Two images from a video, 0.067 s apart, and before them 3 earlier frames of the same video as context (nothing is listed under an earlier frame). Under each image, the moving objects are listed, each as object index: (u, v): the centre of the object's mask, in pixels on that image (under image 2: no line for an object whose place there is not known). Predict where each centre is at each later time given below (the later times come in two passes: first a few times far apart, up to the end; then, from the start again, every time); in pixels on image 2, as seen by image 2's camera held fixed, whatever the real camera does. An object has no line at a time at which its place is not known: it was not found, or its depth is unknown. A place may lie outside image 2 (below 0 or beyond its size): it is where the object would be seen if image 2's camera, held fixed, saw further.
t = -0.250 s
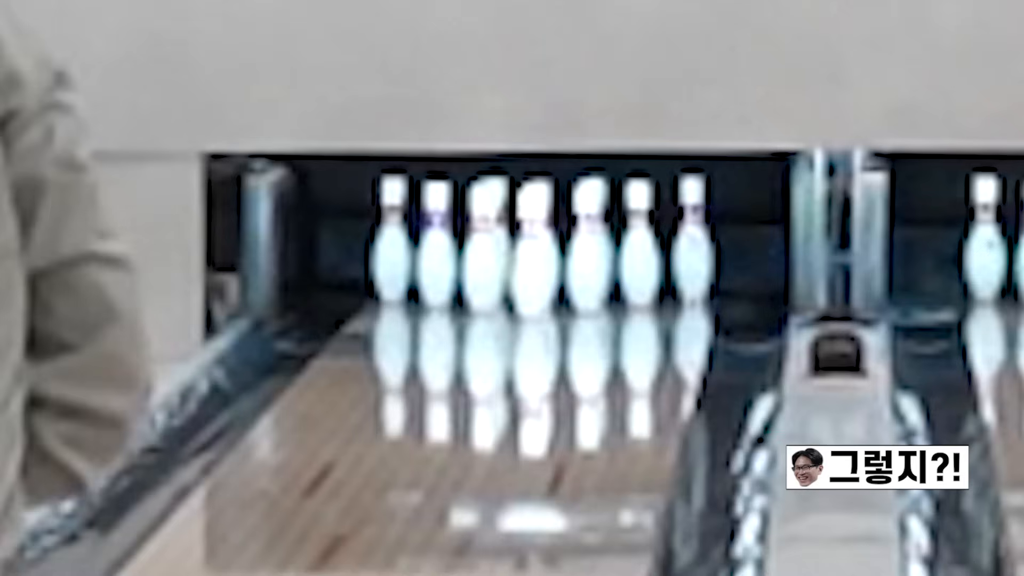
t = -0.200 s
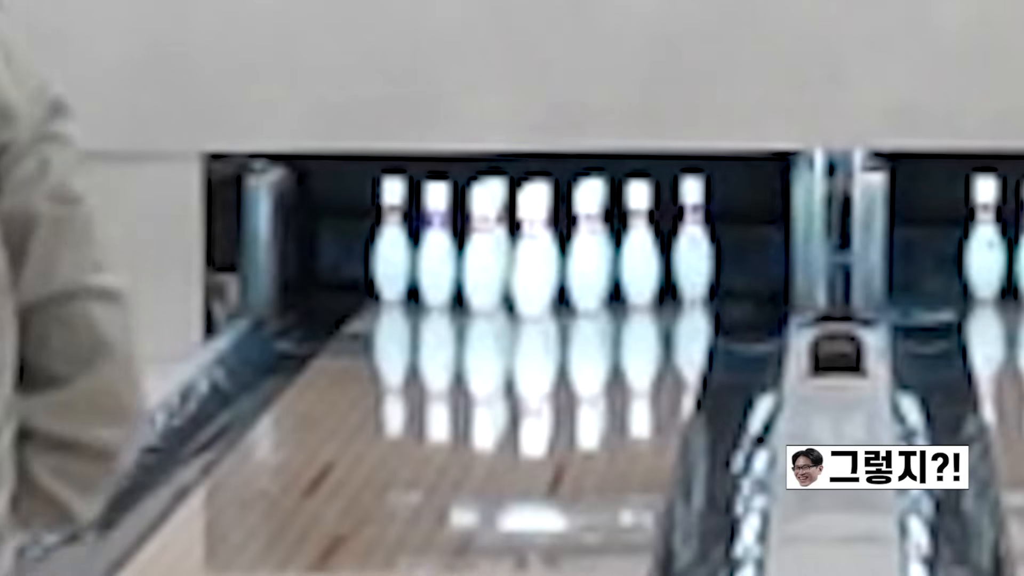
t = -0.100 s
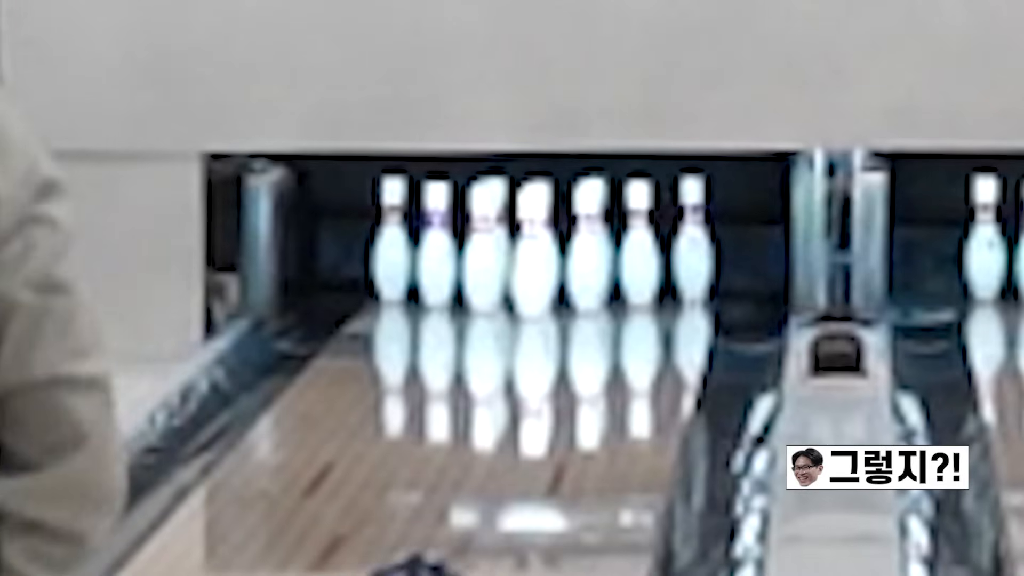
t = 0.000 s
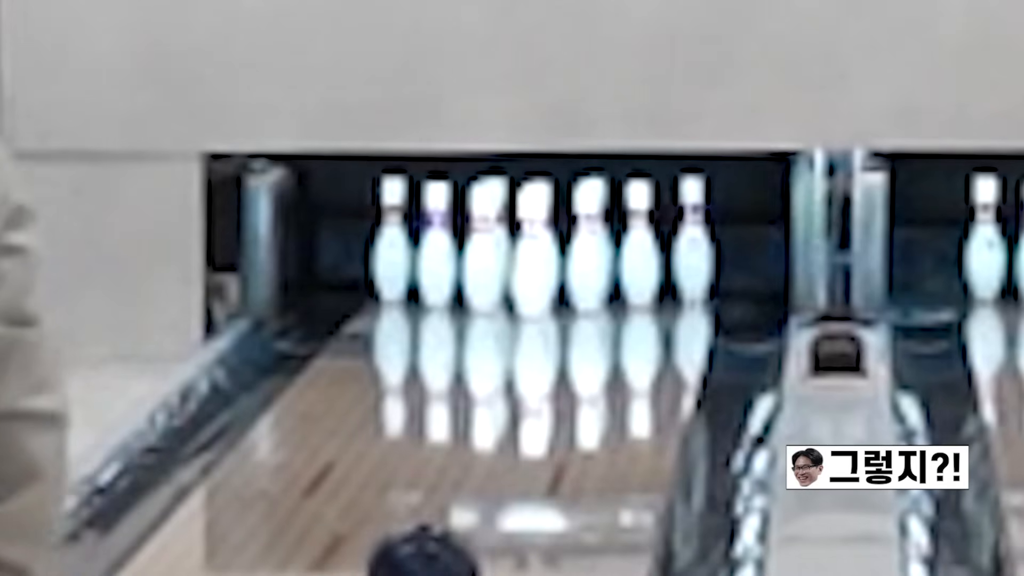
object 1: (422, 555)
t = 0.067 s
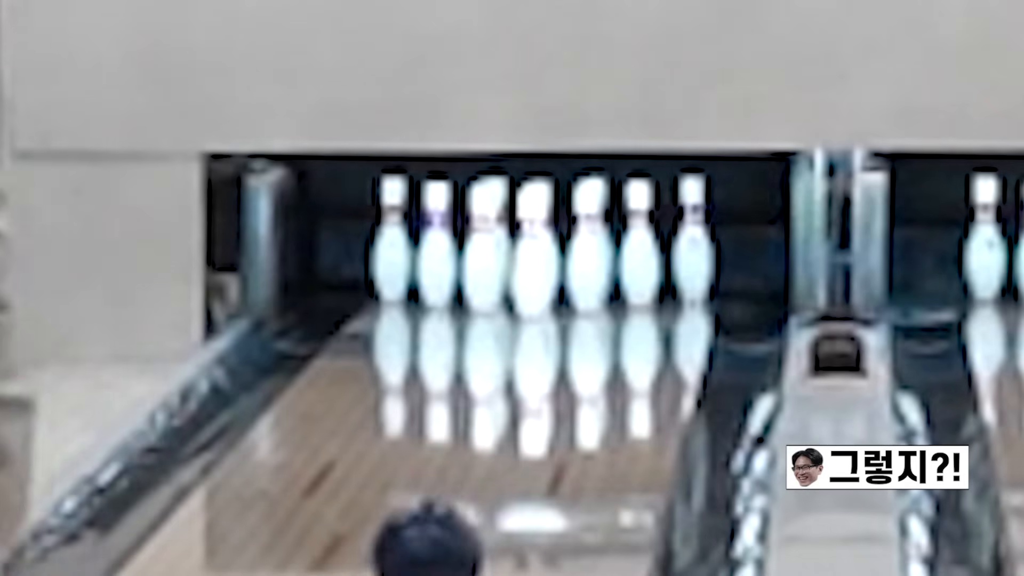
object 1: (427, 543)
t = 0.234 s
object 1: (436, 509)
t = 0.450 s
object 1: (446, 458)
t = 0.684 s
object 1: (453, 407)
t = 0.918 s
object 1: (457, 364)
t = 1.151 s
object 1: (457, 328)
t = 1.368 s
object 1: (453, 300)
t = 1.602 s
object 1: (432, 277)
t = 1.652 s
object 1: (409, 274)
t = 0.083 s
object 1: (428, 540)
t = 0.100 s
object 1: (429, 538)
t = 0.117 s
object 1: (430, 535)
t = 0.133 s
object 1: (431, 532)
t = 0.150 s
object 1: (431, 529)
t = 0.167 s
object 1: (432, 526)
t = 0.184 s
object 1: (433, 522)
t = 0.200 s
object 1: (434, 518)
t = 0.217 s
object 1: (435, 513)
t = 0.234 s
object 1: (436, 509)
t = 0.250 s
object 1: (437, 504)
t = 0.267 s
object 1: (438, 501)
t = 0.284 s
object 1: (439, 496)
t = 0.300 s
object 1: (440, 492)
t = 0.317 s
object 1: (441, 488)
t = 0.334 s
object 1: (441, 485)
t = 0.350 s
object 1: (442, 480)
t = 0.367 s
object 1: (443, 477)
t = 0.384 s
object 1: (444, 473)
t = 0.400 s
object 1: (444, 468)
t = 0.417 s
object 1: (444, 465)
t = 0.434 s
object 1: (445, 461)
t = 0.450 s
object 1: (446, 458)
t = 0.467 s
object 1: (447, 454)
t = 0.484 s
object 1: (447, 448)
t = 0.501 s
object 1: (447, 444)
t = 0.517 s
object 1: (448, 440)
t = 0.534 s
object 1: (449, 438)
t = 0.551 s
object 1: (449, 434)
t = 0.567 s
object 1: (449, 430)
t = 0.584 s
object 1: (450, 427)
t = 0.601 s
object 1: (451, 423)
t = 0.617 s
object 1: (451, 420)
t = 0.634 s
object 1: (452, 416)
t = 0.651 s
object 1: (452, 414)
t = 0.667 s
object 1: (452, 410)
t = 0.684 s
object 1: (453, 407)
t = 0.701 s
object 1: (453, 404)
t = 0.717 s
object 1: (454, 400)
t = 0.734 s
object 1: (454, 397)
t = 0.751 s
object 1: (455, 394)
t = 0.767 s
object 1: (455, 390)
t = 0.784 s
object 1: (455, 387)
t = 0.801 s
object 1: (455, 384)
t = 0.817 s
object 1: (455, 381)
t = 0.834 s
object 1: (455, 378)
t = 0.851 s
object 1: (456, 375)
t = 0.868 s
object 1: (456, 373)
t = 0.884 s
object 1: (456, 369)
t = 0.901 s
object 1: (457, 366)
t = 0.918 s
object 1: (457, 364)
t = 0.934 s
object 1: (457, 360)
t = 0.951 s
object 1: (457, 357)
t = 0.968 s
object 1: (458, 356)
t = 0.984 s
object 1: (458, 352)
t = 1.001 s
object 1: (458, 349)
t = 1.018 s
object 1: (458, 347)
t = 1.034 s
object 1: (457, 344)
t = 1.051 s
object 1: (457, 341)
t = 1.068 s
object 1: (457, 340)
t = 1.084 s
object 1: (457, 337)
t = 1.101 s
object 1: (457, 335)
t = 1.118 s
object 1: (457, 332)
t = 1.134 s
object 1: (457, 330)
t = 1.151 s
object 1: (457, 328)
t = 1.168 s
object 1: (457, 326)
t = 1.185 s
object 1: (457, 324)
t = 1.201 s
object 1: (457, 321)
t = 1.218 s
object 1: (457, 319)
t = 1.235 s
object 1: (457, 317)
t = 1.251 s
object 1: (457, 315)
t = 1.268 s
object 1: (456, 313)
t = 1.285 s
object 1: (456, 311)
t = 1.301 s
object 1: (455, 309)
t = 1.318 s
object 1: (455, 307)
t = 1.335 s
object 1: (454, 305)
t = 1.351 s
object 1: (453, 302)
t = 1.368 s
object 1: (453, 300)
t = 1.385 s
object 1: (452, 298)
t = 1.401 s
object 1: (452, 296)
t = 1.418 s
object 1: (451, 293)
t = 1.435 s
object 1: (451, 291)
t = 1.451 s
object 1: (450, 289)
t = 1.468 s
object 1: (449, 287)
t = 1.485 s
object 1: (449, 286)
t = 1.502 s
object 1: (448, 285)
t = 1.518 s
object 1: (447, 284)
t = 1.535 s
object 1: (446, 283)
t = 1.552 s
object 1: (444, 280)
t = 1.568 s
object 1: (442, 278)
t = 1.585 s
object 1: (439, 278)
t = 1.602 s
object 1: (432, 277)
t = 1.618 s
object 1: (426, 276)
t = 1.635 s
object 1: (419, 274)
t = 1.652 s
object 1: (409, 274)
